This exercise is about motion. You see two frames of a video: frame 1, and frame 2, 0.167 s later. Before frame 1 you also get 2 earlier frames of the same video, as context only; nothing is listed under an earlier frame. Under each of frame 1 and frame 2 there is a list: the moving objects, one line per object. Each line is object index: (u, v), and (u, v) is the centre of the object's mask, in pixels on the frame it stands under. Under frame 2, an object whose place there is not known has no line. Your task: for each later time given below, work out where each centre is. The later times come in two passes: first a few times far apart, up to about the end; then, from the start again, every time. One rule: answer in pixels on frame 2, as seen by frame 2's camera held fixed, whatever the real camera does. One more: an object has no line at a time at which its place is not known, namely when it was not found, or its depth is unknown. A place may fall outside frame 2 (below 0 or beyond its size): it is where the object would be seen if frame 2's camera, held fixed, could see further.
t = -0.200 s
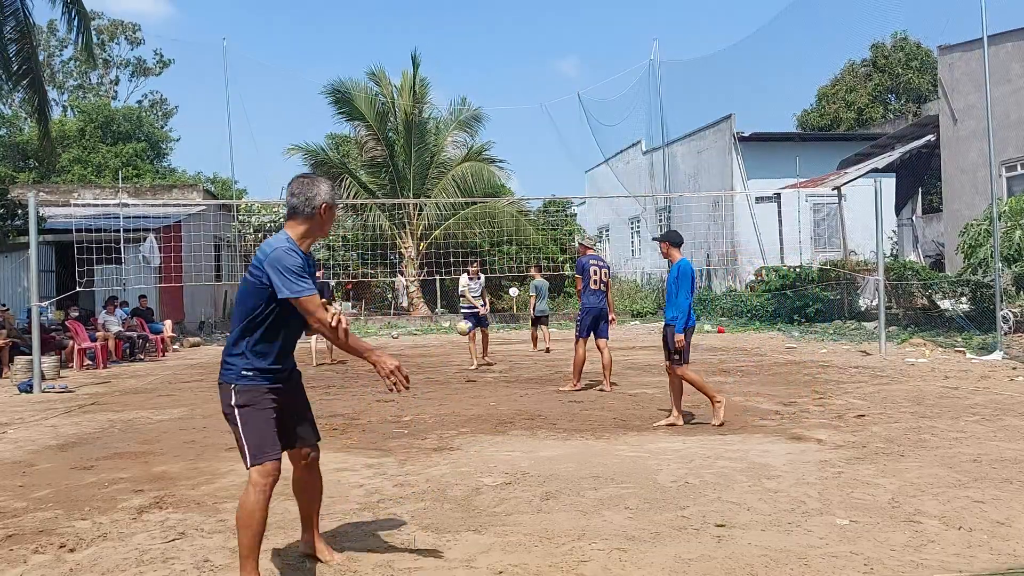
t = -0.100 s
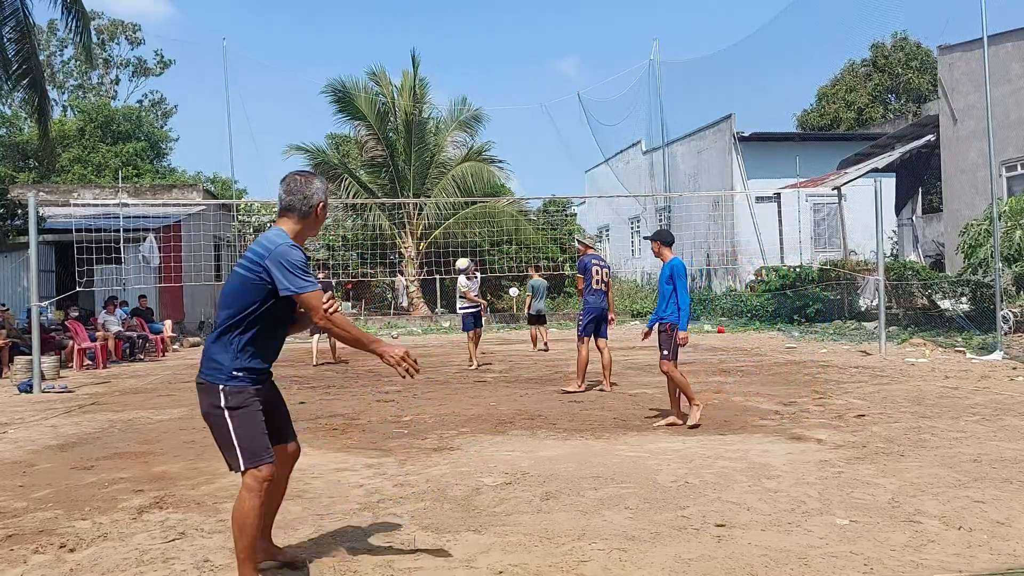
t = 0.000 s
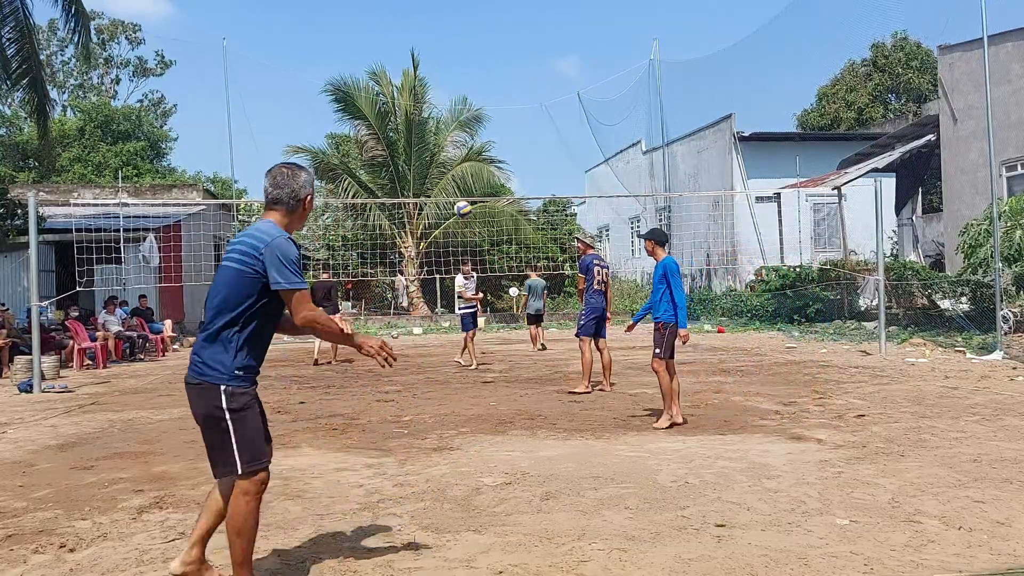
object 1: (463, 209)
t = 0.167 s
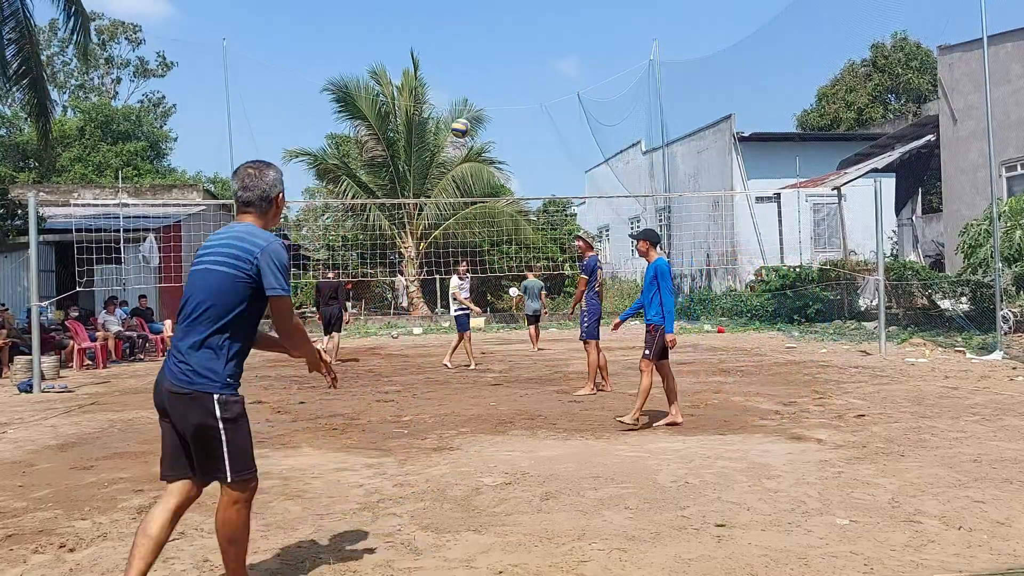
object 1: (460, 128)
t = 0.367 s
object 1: (458, 53)
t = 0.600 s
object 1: (456, 10)
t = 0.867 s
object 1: (455, 45)
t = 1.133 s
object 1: (455, 230)
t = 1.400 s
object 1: (454, 452)
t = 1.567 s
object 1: (458, 358)
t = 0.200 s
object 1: (460, 115)
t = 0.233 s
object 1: (459, 100)
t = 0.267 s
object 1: (459, 87)
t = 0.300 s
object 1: (459, 75)
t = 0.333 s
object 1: (458, 64)
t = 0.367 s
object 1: (458, 53)
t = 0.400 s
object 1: (457, 44)
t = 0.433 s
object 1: (457, 36)
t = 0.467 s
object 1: (456, 28)
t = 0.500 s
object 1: (456, 22)
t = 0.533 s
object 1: (456, 16)
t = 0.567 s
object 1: (456, 12)
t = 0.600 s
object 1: (456, 10)
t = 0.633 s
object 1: (456, 10)
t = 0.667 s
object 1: (455, 10)
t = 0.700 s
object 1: (455, 11)
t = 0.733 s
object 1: (456, 13)
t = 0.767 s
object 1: (455, 18)
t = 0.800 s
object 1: (455, 24)
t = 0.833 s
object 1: (455, 33)
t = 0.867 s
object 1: (455, 45)
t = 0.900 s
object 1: (455, 58)
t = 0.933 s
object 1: (455, 74)
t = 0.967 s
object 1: (455, 93)
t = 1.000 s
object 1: (455, 114)
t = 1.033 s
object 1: (455, 138)
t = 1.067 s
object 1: (455, 165)
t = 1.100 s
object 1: (455, 196)
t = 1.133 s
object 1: (455, 230)
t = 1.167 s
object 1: (454, 263)
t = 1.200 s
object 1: (454, 309)
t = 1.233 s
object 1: (454, 354)
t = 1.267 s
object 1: (454, 405)
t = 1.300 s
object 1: (453, 461)
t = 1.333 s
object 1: (453, 498)
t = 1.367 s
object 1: (453, 474)
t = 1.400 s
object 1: (454, 452)
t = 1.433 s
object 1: (454, 431)
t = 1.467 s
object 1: (456, 411)
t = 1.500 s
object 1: (456, 392)
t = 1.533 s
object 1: (458, 374)
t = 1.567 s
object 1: (458, 358)
